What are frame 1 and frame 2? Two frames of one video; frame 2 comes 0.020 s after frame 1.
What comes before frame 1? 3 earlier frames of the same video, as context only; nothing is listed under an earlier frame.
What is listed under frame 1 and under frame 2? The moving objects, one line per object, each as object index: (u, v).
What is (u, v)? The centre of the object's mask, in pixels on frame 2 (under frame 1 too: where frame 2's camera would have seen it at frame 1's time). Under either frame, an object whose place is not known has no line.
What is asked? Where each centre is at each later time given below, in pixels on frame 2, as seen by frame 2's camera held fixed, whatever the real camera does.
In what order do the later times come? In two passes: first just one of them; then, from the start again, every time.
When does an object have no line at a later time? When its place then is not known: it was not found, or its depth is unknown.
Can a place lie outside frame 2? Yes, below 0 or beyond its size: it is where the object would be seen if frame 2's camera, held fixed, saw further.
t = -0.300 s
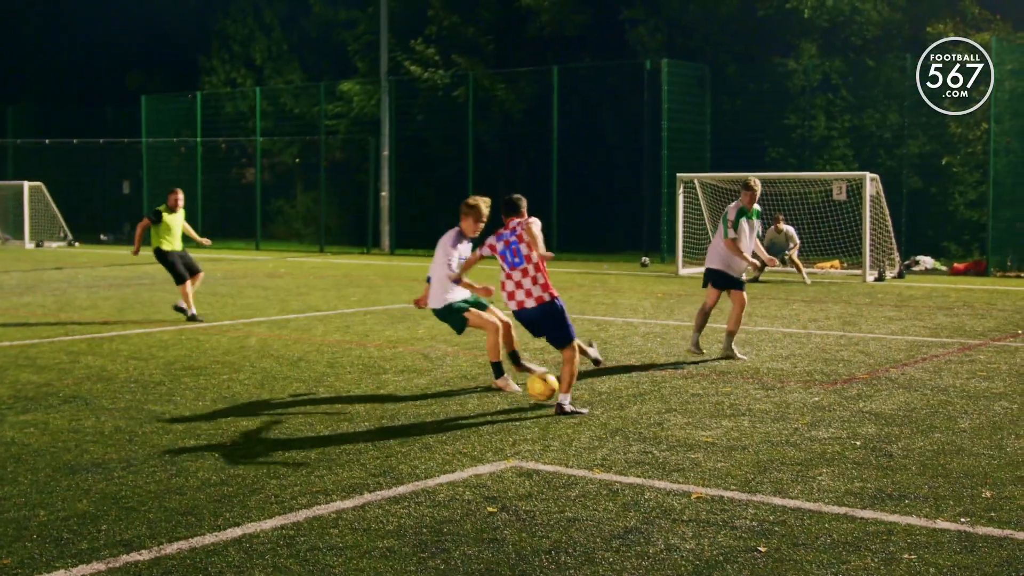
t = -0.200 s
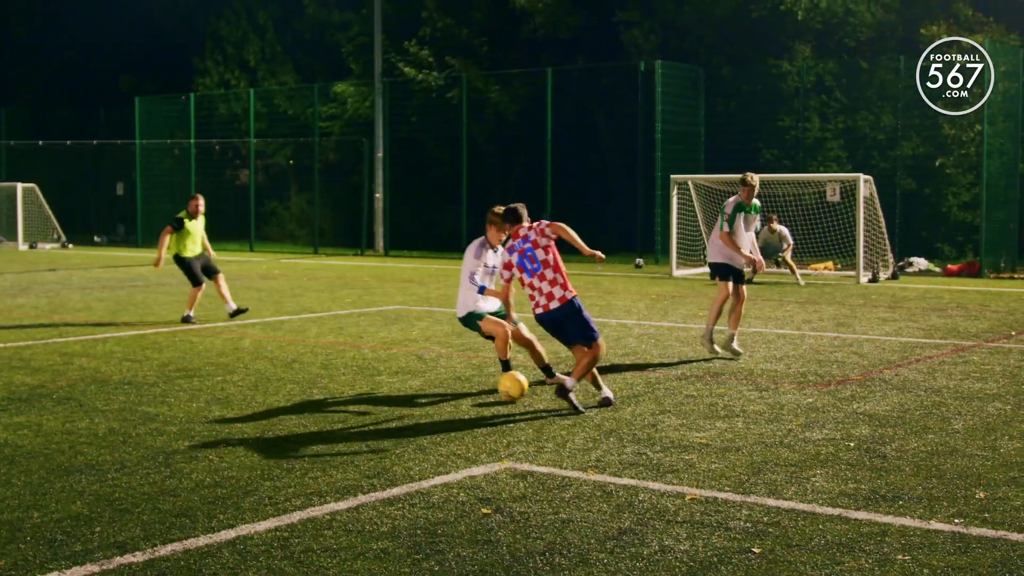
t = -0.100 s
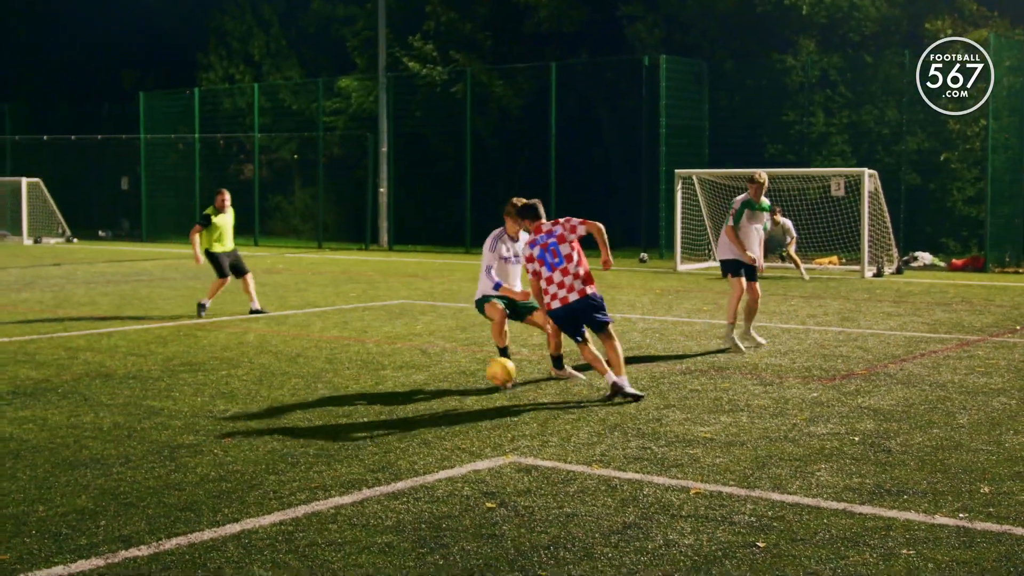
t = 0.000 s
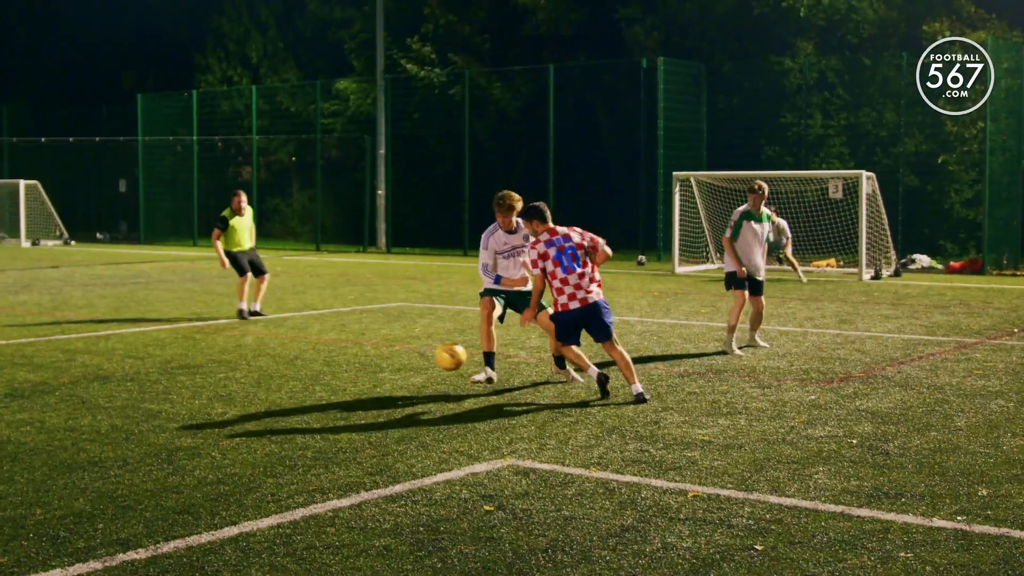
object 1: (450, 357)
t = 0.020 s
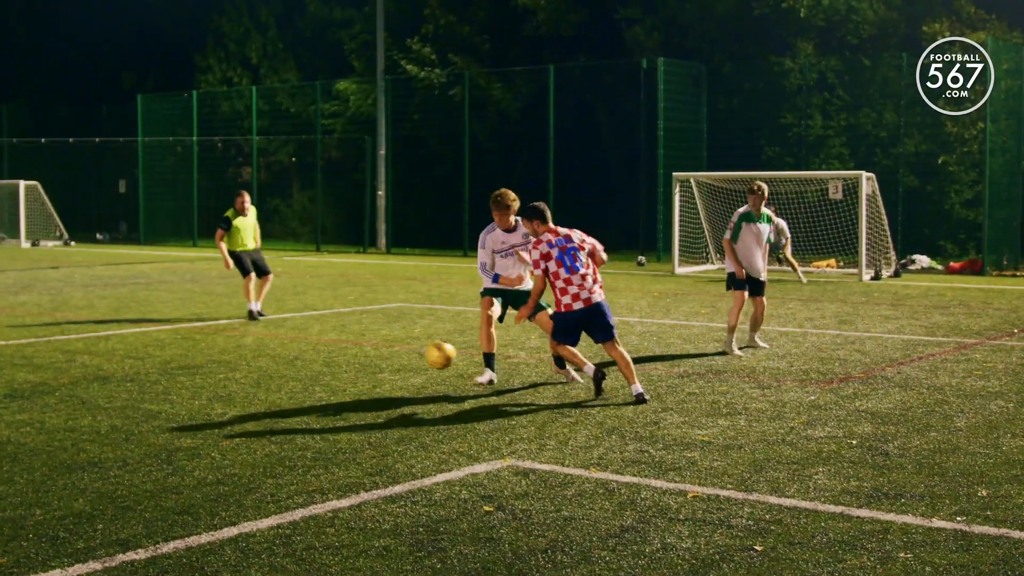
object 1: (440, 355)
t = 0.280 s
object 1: (299, 373)
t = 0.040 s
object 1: (430, 353)
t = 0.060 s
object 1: (420, 352)
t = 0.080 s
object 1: (409, 351)
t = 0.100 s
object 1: (398, 350)
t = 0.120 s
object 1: (387, 350)
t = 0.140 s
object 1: (376, 352)
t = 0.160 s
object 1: (365, 353)
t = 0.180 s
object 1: (355, 355)
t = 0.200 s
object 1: (344, 357)
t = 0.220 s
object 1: (333, 360)
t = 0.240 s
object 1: (322, 364)
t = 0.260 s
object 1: (310, 368)
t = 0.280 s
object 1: (299, 373)
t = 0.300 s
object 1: (287, 378)
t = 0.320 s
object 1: (275, 384)
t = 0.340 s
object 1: (263, 391)
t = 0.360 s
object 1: (251, 398)
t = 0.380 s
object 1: (239, 406)
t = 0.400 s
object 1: (226, 413)
